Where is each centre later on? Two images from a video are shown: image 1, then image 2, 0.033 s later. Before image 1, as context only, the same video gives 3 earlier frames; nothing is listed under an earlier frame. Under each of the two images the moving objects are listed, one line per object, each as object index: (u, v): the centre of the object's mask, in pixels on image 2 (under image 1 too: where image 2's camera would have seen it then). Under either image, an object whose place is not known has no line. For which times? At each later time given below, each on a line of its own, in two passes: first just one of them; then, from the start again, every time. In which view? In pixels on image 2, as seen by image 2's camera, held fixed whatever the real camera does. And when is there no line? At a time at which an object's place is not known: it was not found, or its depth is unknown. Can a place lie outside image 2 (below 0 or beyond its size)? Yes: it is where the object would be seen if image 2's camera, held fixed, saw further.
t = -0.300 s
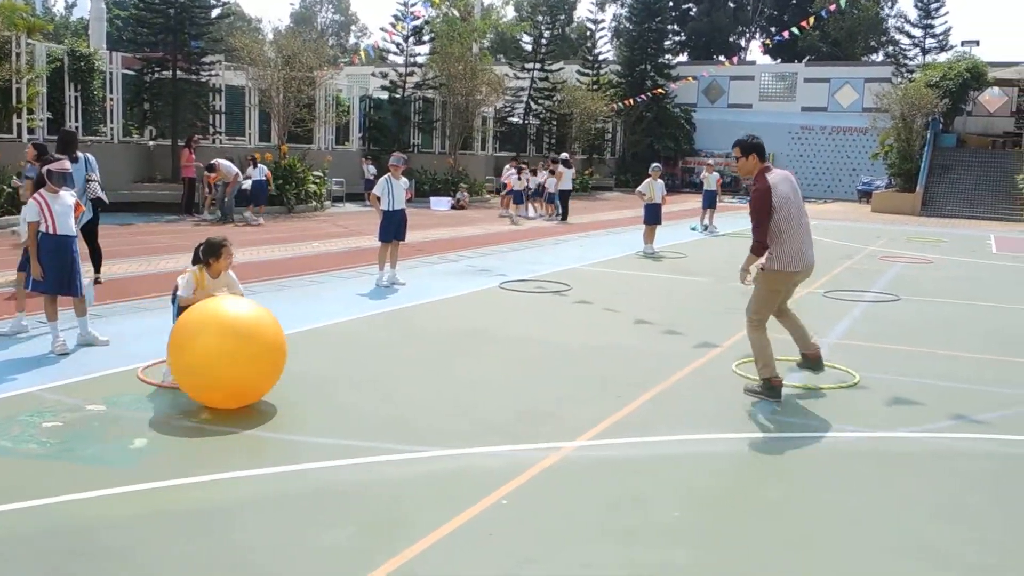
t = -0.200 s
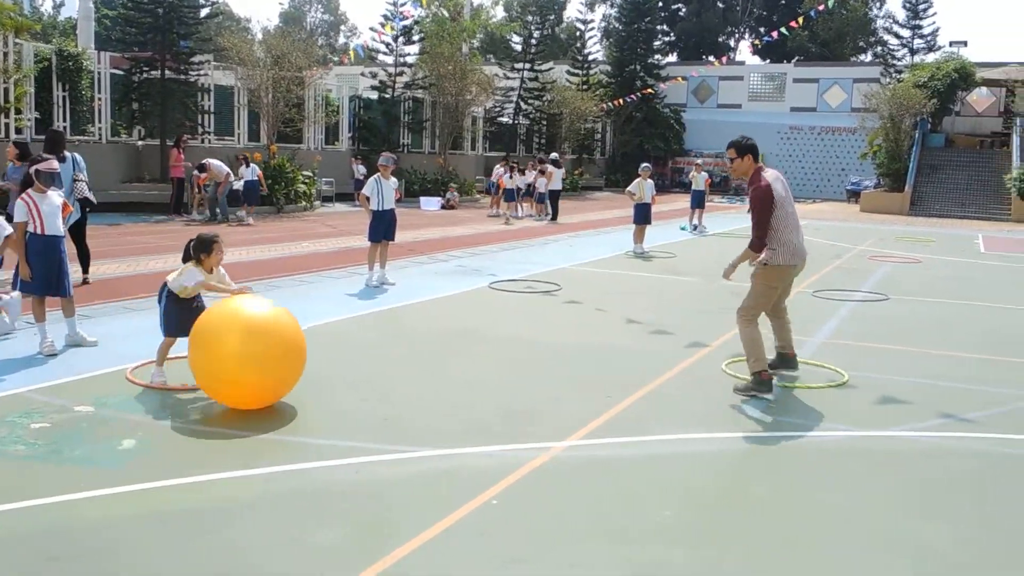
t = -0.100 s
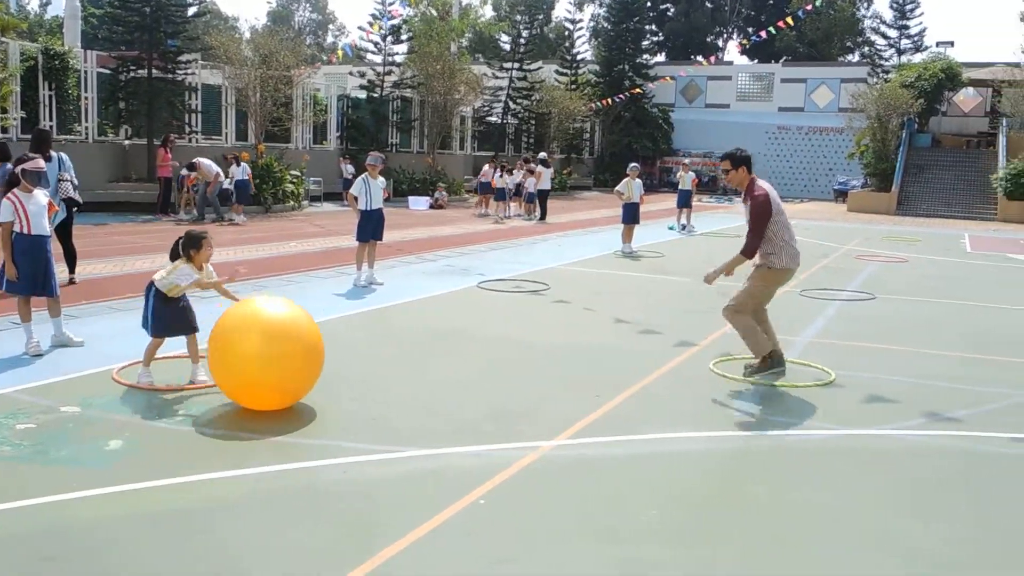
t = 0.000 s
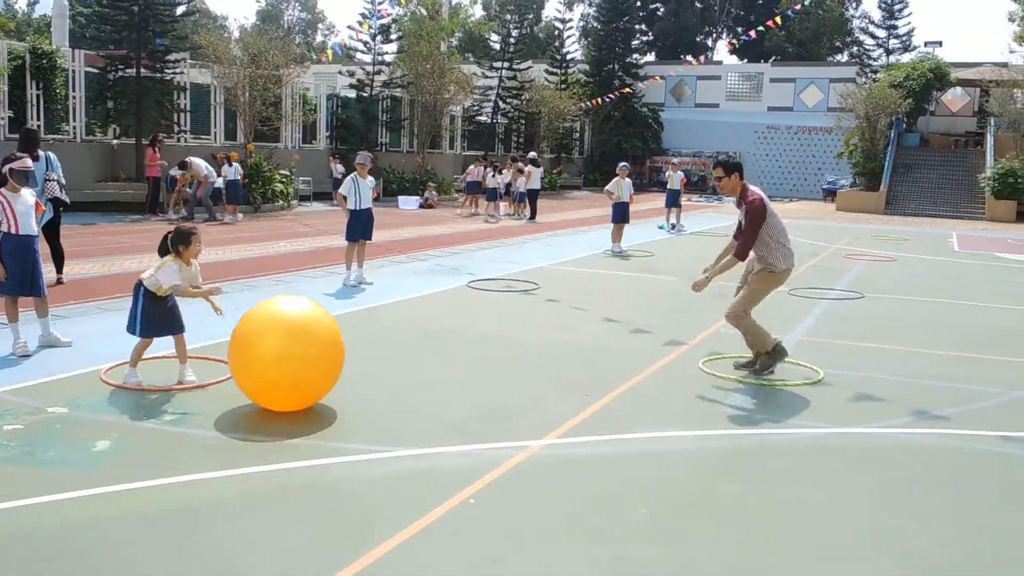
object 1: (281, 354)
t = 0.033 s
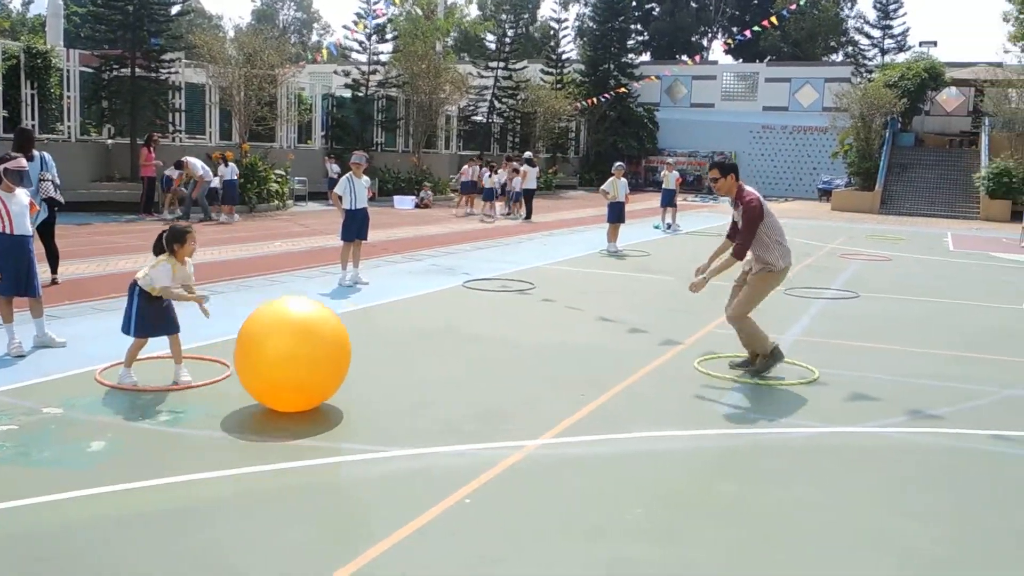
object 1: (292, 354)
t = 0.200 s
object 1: (345, 356)
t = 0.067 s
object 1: (303, 354)
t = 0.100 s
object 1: (314, 354)
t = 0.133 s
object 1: (324, 354)
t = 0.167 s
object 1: (334, 355)
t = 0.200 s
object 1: (345, 356)
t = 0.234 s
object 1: (355, 356)
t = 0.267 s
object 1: (365, 356)
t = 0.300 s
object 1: (375, 356)
